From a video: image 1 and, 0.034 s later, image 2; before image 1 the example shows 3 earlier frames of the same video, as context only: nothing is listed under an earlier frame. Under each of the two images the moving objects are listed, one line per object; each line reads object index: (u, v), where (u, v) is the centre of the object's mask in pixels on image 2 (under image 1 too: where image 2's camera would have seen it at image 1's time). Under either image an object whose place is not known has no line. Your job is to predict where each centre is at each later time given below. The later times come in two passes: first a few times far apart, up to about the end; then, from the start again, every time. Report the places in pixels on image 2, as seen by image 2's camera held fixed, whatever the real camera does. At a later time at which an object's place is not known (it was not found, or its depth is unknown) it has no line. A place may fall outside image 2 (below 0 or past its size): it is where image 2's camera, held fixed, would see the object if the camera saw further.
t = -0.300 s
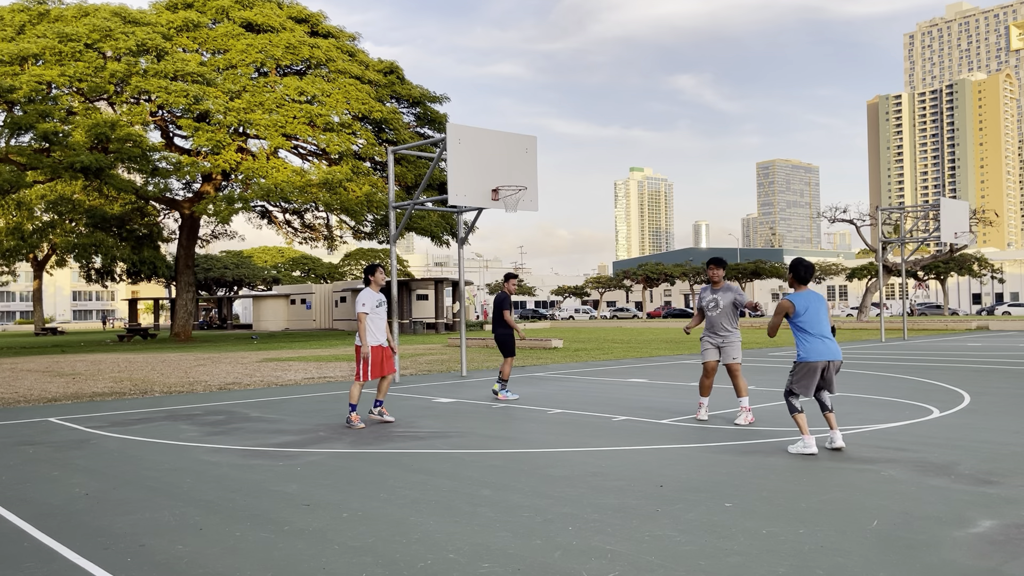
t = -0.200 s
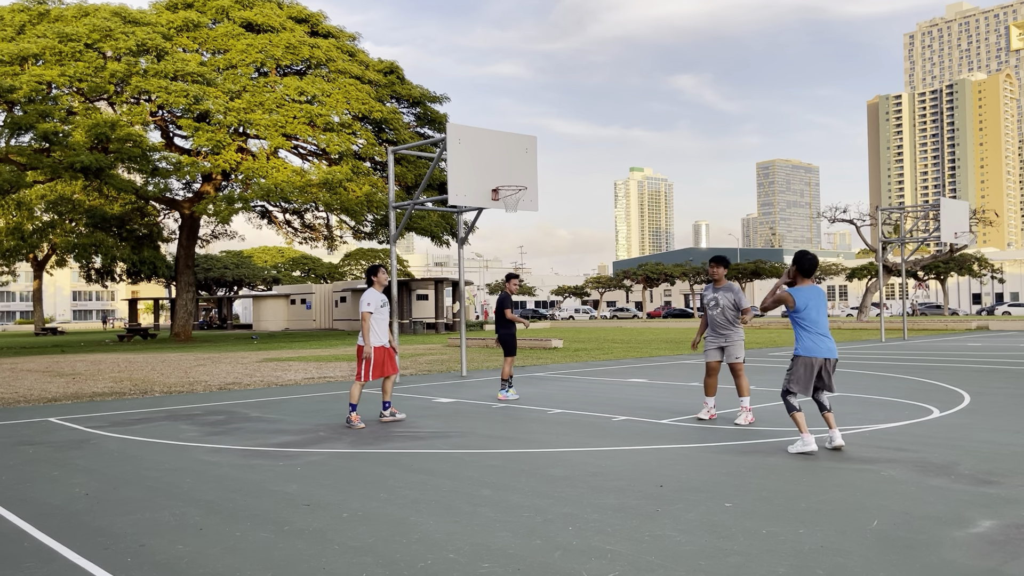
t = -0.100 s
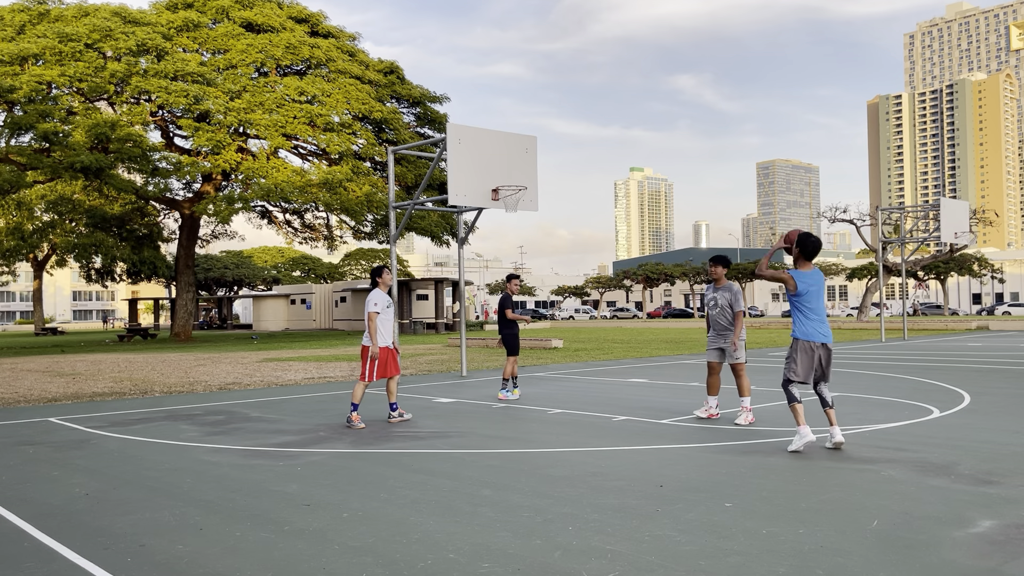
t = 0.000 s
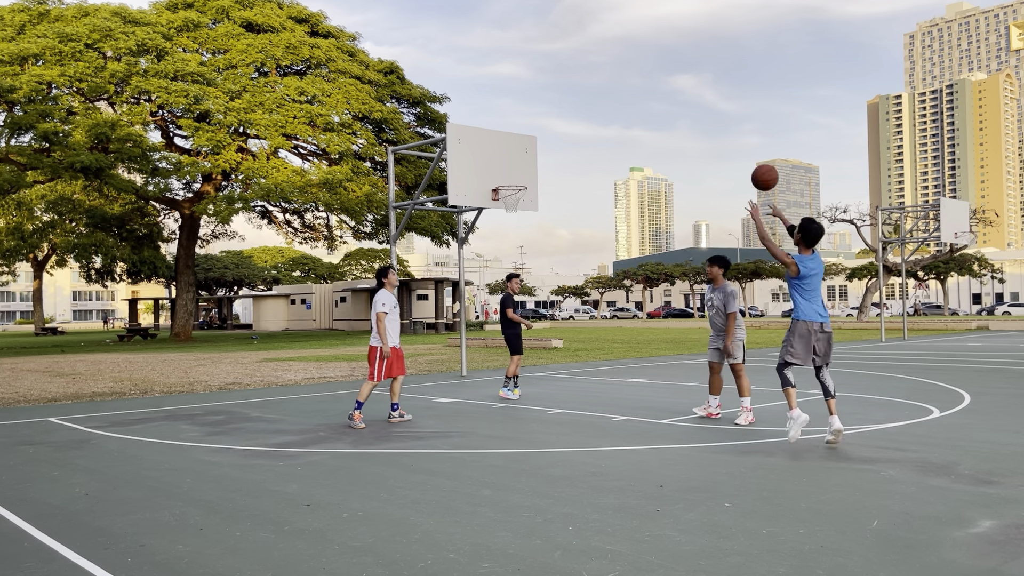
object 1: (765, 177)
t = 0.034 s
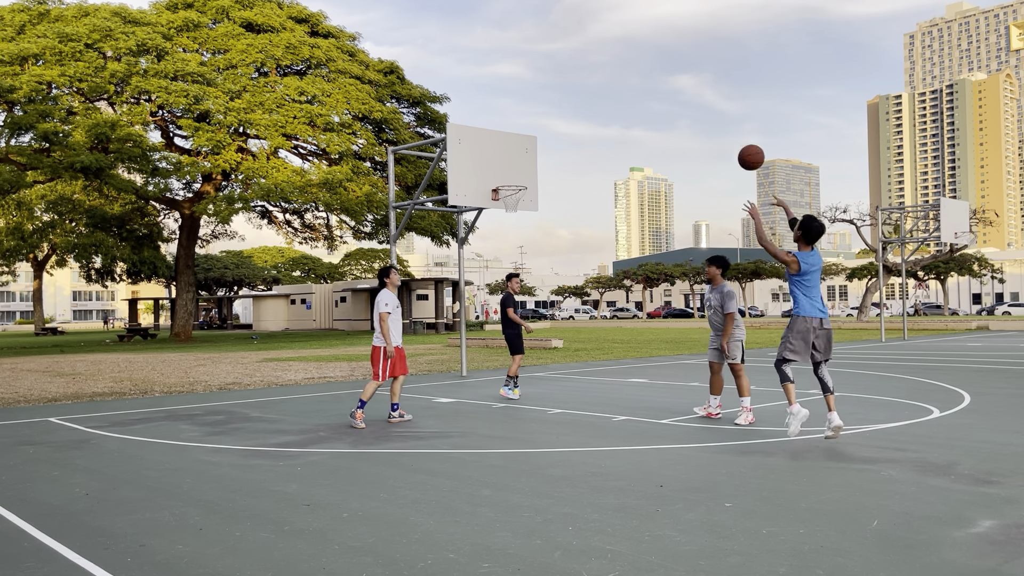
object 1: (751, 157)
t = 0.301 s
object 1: (661, 58)
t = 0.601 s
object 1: (588, 42)
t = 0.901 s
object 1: (534, 91)
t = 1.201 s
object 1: (493, 185)
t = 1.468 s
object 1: (450, 234)
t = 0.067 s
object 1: (738, 139)
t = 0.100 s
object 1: (726, 123)
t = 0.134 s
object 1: (714, 109)
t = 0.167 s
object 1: (702, 96)
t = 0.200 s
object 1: (692, 84)
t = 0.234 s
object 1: (681, 74)
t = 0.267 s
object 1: (671, 66)
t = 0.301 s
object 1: (661, 58)
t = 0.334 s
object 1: (652, 52)
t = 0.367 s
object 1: (643, 47)
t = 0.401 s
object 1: (634, 44)
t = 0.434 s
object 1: (626, 41)
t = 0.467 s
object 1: (618, 39)
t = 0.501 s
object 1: (610, 38)
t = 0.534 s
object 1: (602, 38)
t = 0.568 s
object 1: (595, 40)
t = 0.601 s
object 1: (588, 42)
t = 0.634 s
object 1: (581, 44)
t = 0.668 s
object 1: (575, 48)
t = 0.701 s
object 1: (568, 52)
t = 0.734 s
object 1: (562, 57)
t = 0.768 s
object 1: (556, 62)
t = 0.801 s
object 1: (550, 69)
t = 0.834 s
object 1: (545, 76)
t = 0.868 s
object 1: (539, 83)
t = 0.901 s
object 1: (534, 91)
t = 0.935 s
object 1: (529, 100)
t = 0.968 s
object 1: (524, 109)
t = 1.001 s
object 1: (520, 119)
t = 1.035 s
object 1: (515, 130)
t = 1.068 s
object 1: (511, 140)
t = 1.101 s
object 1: (506, 152)
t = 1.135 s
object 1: (502, 163)
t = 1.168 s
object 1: (498, 175)
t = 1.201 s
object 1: (493, 185)
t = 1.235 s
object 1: (485, 190)
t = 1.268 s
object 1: (477, 196)
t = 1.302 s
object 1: (468, 202)
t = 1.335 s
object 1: (462, 208)
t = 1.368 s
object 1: (459, 213)
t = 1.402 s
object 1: (456, 219)
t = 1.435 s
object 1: (453, 226)
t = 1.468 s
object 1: (450, 234)
